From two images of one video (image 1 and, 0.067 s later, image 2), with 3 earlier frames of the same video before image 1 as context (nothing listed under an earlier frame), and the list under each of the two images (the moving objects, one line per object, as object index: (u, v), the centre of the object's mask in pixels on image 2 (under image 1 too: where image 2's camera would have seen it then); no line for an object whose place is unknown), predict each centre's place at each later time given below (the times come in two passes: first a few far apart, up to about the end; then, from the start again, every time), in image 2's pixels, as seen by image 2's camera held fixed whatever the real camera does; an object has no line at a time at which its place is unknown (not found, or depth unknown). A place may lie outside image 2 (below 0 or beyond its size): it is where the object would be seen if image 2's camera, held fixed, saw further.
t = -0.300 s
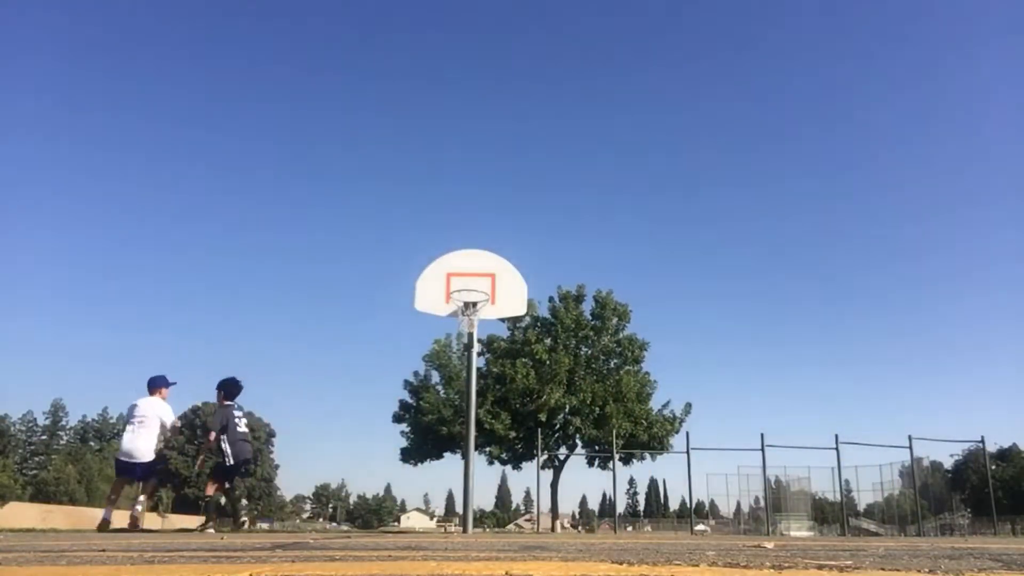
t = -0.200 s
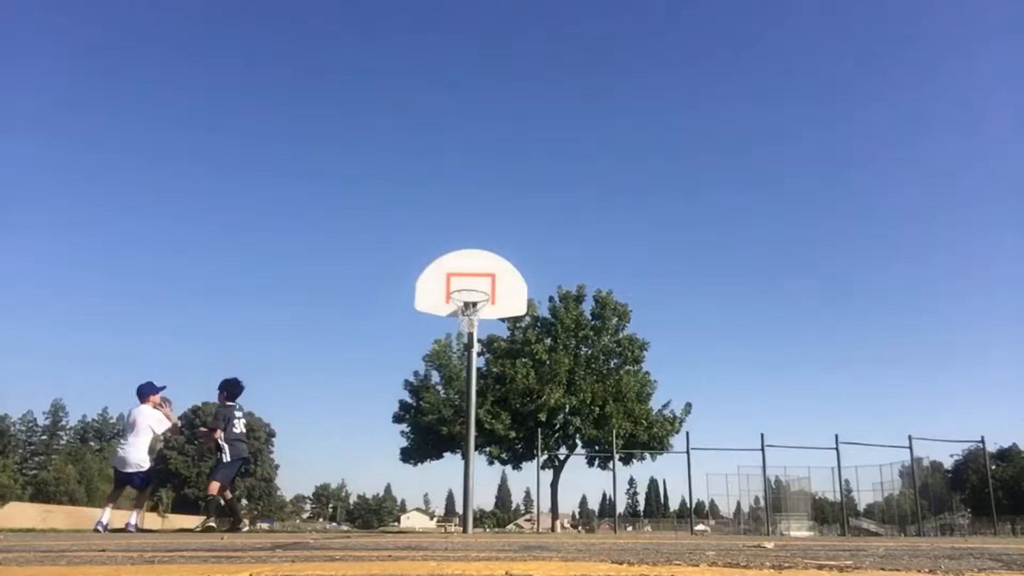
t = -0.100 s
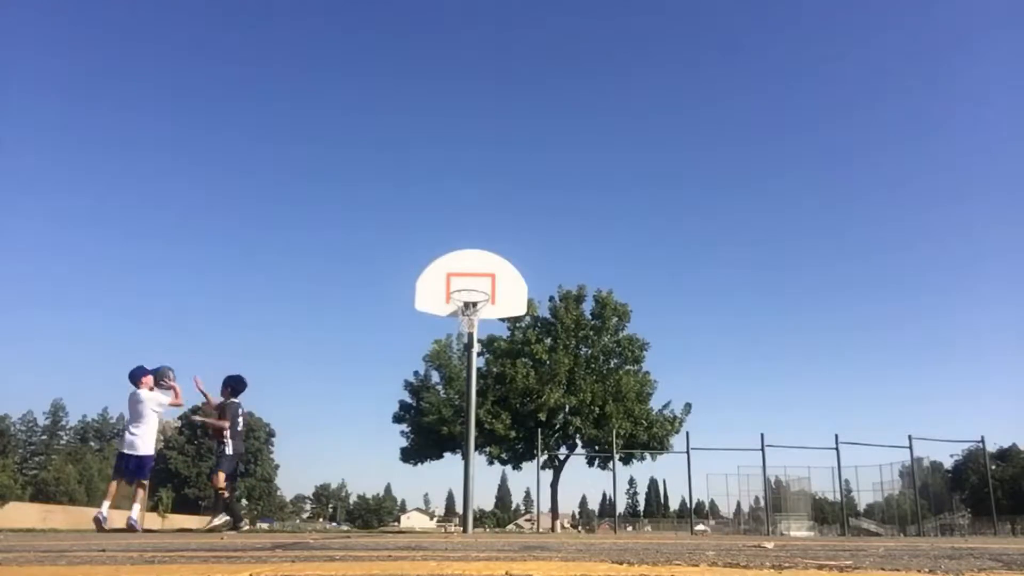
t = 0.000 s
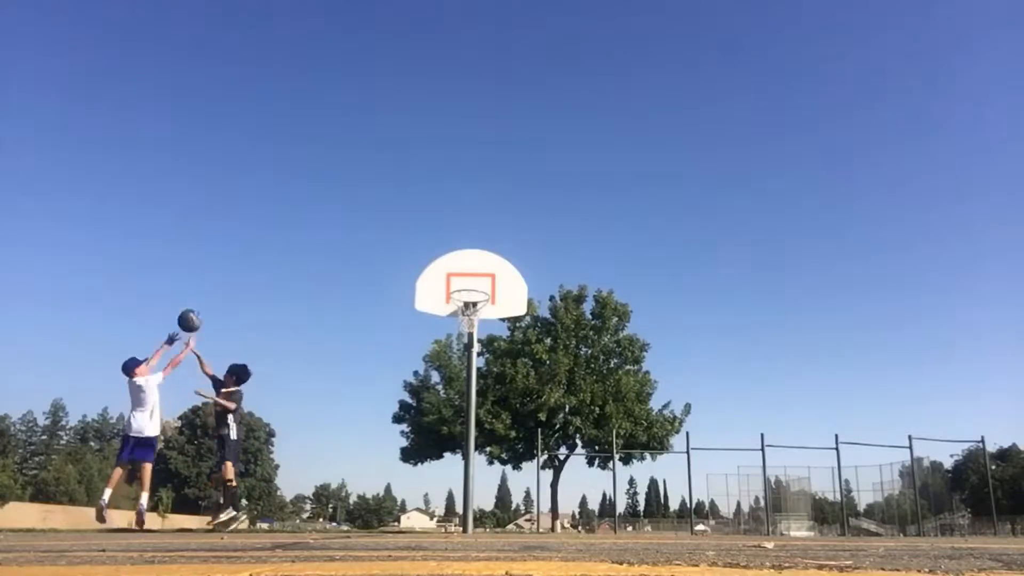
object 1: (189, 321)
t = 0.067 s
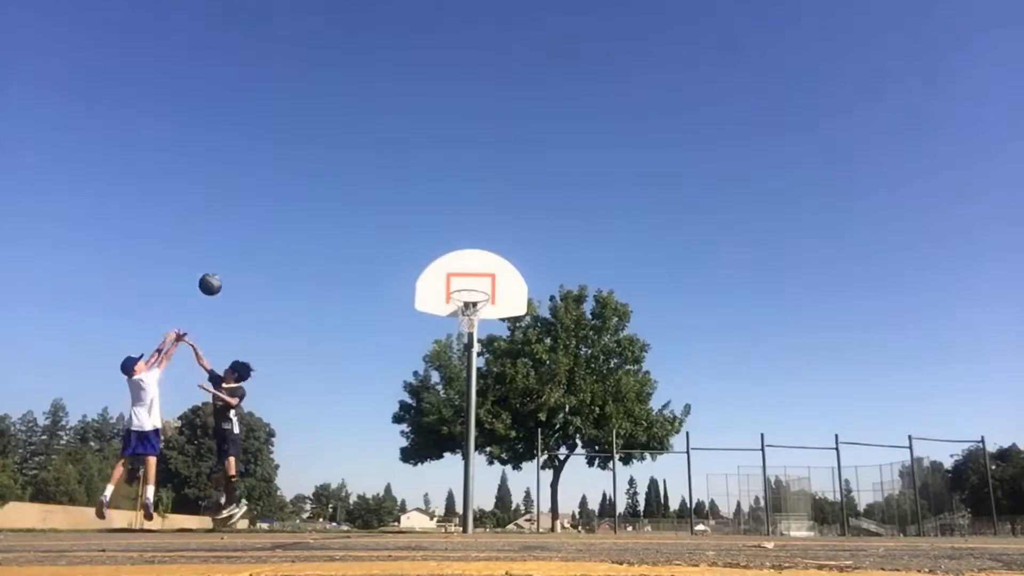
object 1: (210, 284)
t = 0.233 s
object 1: (255, 218)
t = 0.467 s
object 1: (307, 172)
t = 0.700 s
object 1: (350, 174)
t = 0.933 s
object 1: (387, 212)
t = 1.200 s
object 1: (405, 282)
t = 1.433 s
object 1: (369, 330)
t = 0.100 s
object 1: (220, 268)
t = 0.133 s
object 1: (229, 254)
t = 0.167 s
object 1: (238, 241)
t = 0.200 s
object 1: (247, 229)
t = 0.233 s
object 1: (255, 218)
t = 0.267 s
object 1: (263, 208)
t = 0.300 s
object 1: (271, 199)
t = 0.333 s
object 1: (279, 192)
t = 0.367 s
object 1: (286, 186)
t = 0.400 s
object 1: (293, 180)
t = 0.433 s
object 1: (300, 176)
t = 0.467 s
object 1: (307, 172)
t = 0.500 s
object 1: (314, 170)
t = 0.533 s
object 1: (320, 168)
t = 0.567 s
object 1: (327, 167)
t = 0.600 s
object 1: (333, 167)
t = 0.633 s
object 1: (338, 168)
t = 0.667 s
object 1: (344, 171)
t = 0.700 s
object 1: (350, 174)
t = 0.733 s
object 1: (355, 176)
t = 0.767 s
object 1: (361, 180)
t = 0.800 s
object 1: (367, 185)
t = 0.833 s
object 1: (372, 191)
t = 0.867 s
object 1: (377, 197)
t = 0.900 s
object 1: (382, 204)
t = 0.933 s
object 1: (387, 212)
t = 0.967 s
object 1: (392, 221)
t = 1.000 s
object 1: (396, 231)
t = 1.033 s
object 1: (401, 241)
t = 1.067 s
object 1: (405, 252)
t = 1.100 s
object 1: (410, 264)
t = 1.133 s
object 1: (414, 276)
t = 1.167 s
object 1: (410, 278)
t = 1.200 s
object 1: (405, 282)
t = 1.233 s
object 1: (401, 285)
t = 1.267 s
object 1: (396, 290)
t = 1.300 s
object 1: (391, 295)
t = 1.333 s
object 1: (386, 302)
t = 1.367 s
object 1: (380, 310)
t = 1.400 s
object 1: (375, 320)
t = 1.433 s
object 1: (369, 330)
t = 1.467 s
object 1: (364, 341)
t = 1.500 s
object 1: (358, 354)
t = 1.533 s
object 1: (351, 368)
